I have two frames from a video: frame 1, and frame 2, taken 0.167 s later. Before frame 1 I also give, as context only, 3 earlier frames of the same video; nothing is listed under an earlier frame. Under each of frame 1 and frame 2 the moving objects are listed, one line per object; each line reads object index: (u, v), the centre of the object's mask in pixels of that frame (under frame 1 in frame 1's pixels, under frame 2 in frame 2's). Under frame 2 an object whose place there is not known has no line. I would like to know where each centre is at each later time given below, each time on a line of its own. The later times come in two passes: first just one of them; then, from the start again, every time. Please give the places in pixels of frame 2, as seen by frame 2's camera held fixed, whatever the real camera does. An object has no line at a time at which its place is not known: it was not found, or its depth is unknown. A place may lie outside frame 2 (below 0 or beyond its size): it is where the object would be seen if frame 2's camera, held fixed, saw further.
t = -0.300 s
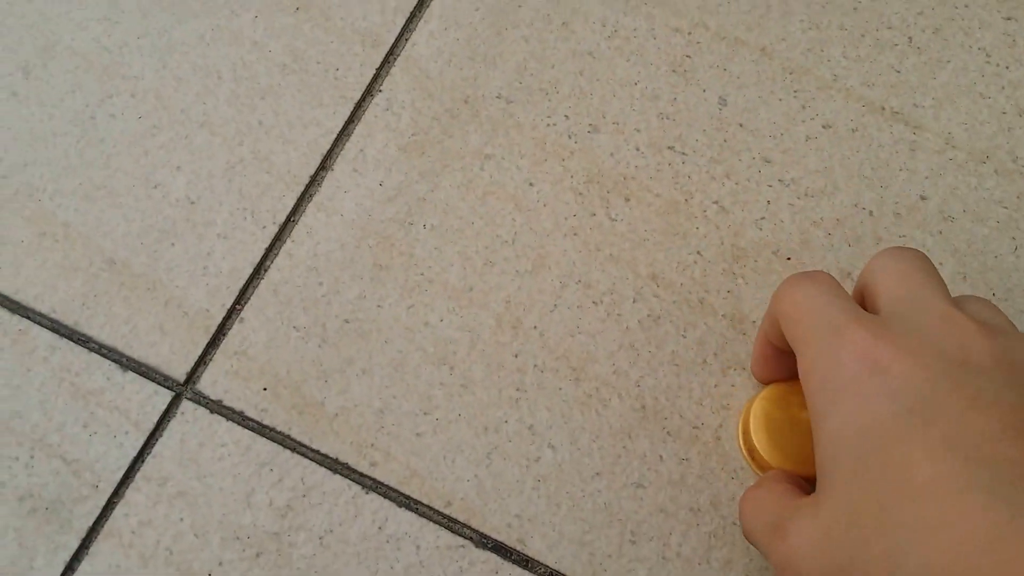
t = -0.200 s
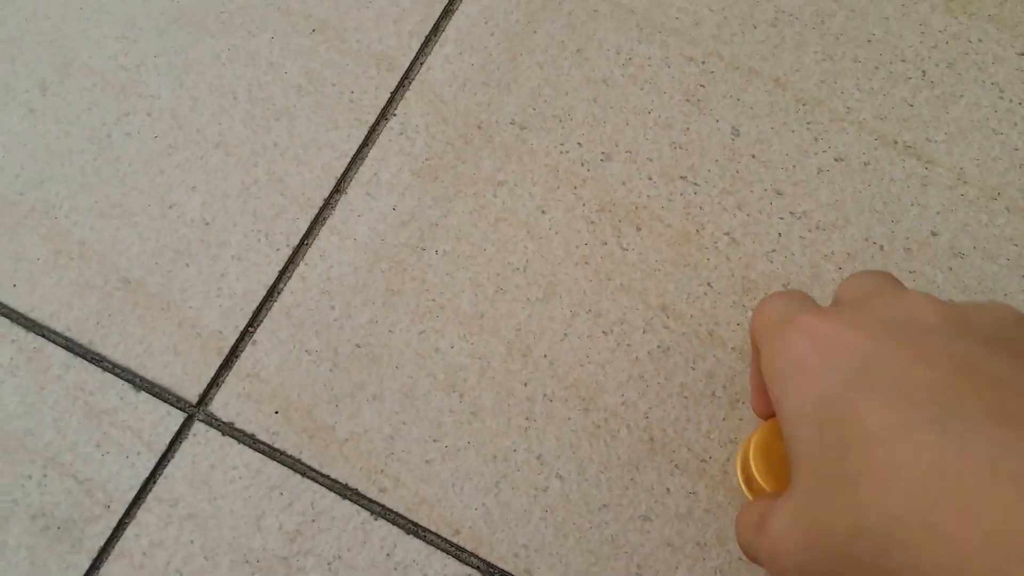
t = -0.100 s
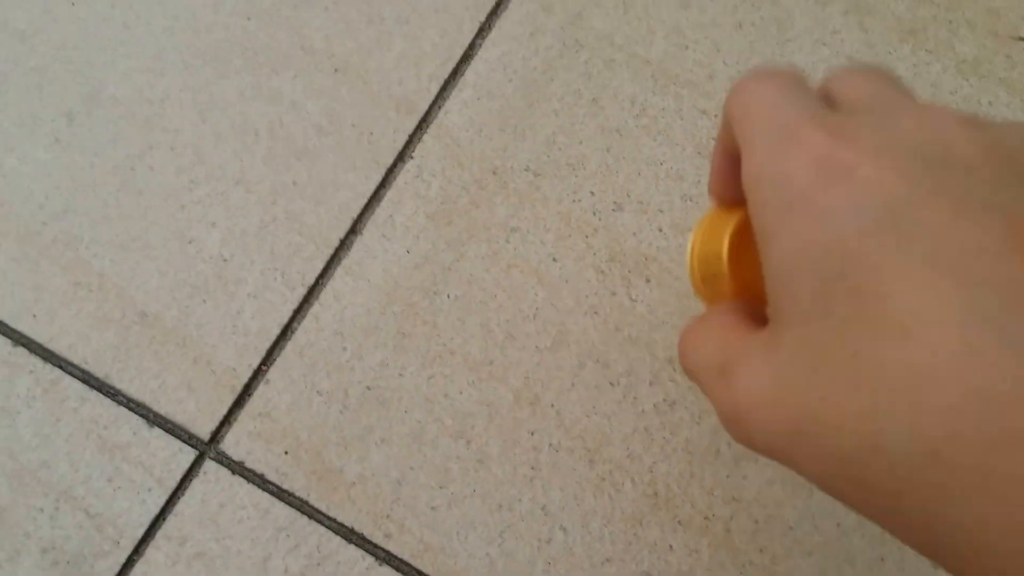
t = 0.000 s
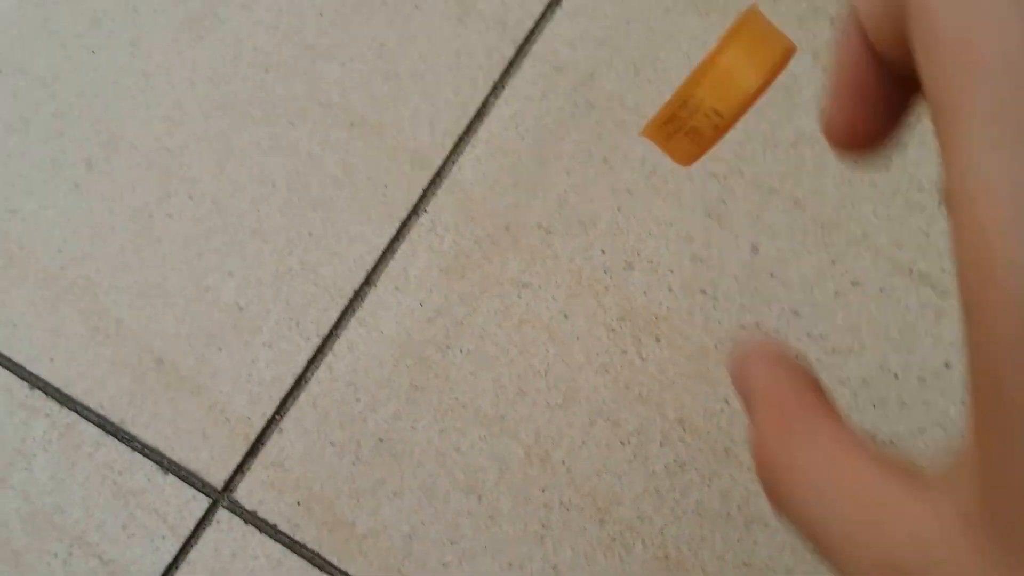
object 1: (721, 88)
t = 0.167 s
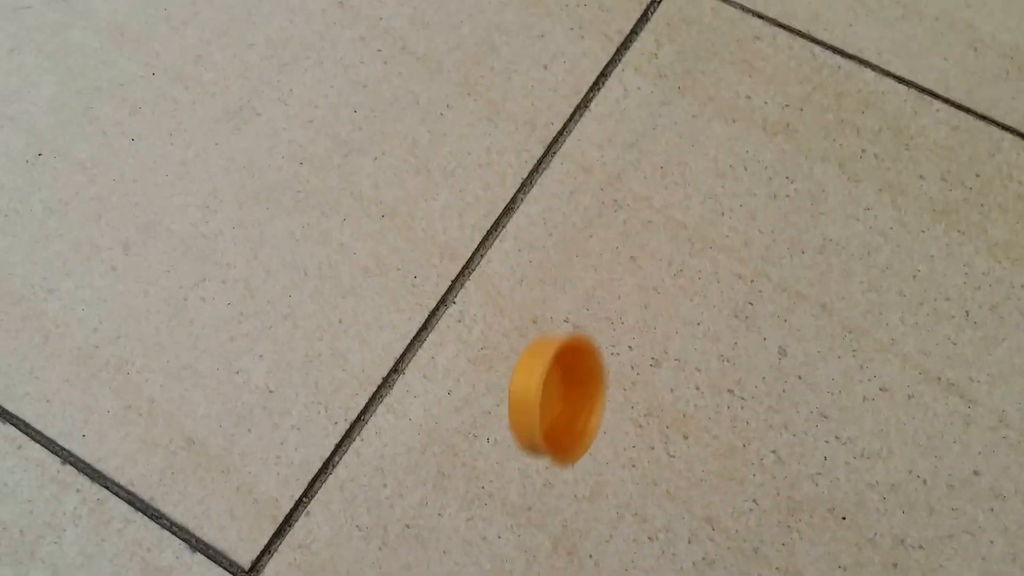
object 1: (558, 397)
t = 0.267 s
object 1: (472, 407)
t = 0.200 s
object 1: (520, 465)
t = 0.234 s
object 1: (500, 440)
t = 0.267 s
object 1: (472, 407)
